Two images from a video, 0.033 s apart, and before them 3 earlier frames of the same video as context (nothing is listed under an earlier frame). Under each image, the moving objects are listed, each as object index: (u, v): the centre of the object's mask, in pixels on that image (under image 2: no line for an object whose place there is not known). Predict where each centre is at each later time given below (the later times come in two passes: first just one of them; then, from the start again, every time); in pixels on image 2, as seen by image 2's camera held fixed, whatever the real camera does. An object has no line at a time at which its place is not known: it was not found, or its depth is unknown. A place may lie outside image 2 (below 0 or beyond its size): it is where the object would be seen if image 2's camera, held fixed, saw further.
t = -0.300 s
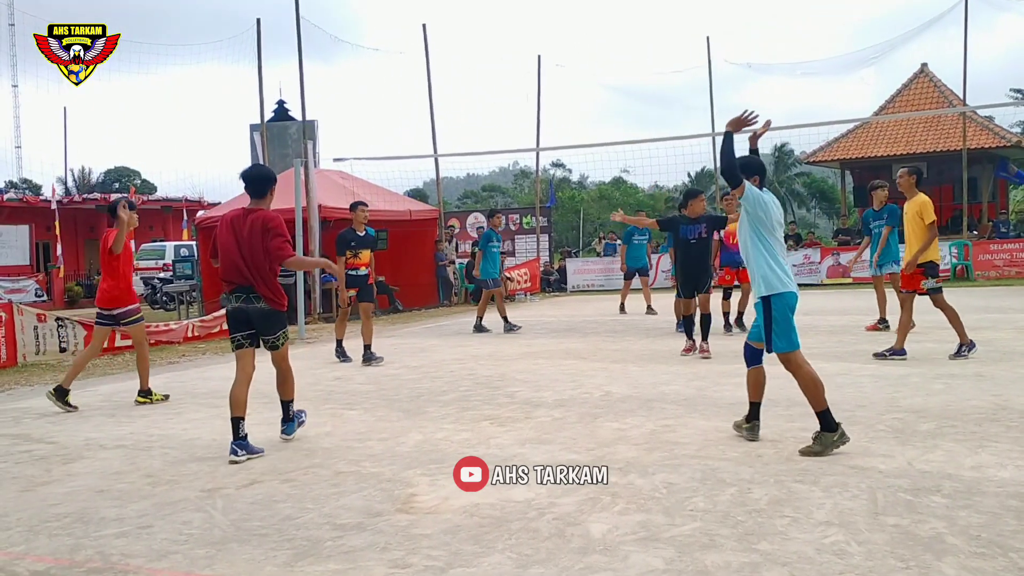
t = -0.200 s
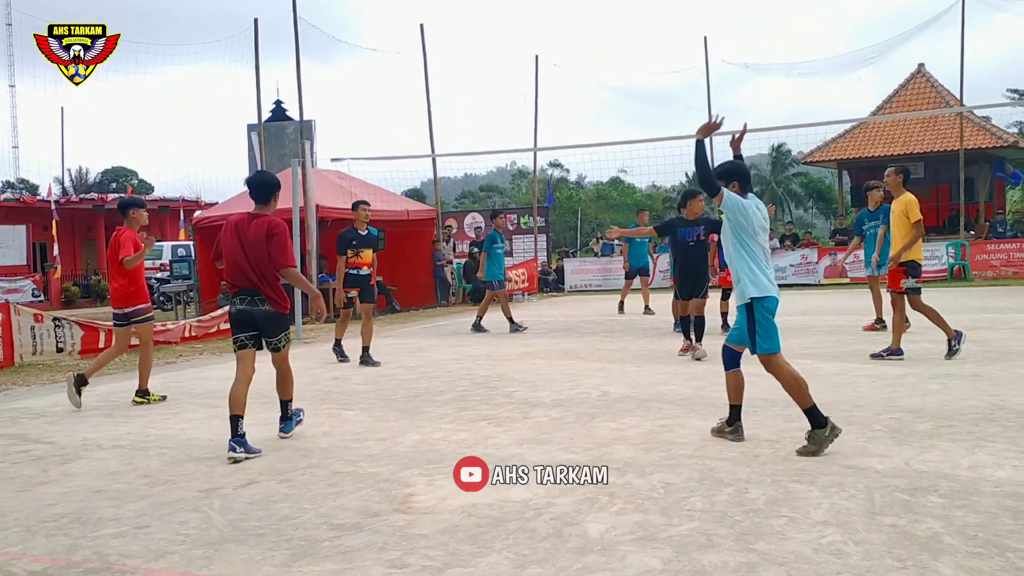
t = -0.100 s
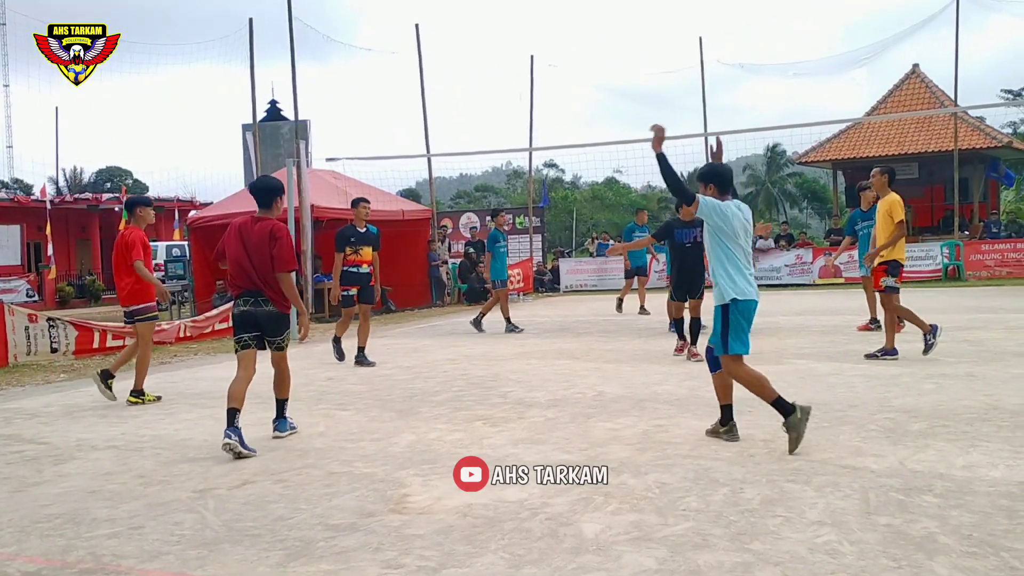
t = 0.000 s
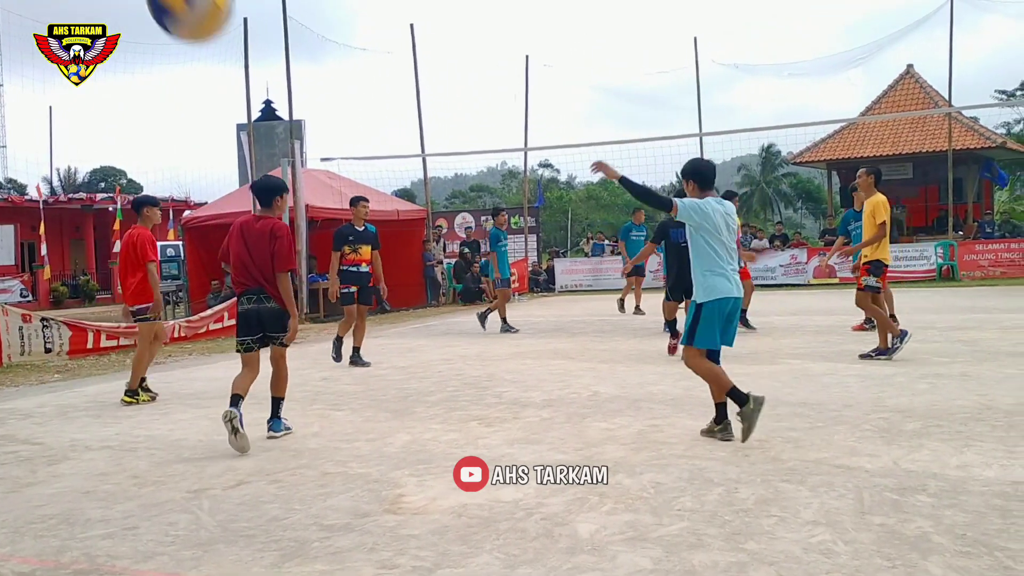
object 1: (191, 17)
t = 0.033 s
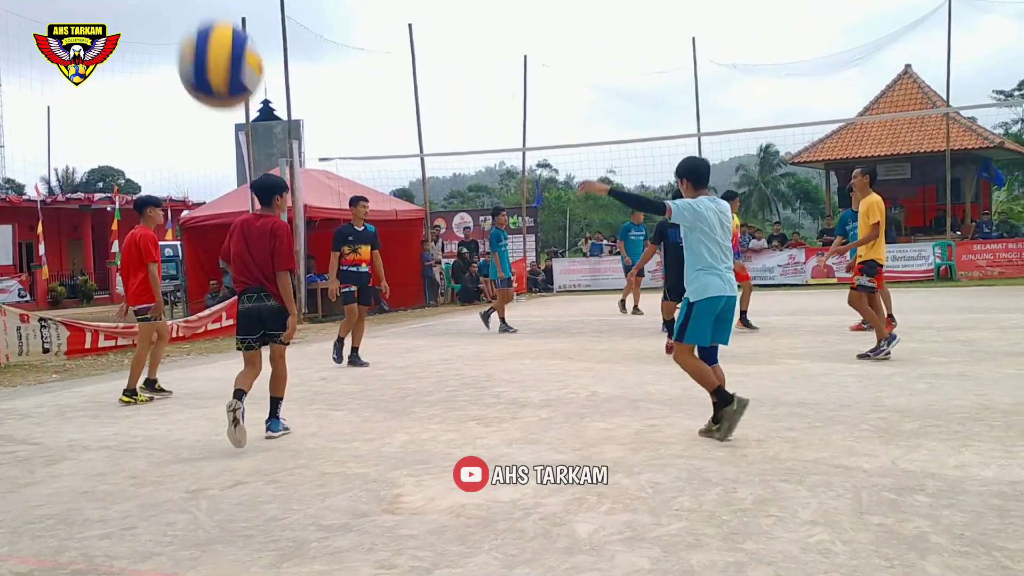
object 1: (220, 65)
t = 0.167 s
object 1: (340, 345)
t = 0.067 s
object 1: (254, 139)
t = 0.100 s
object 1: (284, 208)
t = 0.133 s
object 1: (313, 277)
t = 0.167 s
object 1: (340, 345)
